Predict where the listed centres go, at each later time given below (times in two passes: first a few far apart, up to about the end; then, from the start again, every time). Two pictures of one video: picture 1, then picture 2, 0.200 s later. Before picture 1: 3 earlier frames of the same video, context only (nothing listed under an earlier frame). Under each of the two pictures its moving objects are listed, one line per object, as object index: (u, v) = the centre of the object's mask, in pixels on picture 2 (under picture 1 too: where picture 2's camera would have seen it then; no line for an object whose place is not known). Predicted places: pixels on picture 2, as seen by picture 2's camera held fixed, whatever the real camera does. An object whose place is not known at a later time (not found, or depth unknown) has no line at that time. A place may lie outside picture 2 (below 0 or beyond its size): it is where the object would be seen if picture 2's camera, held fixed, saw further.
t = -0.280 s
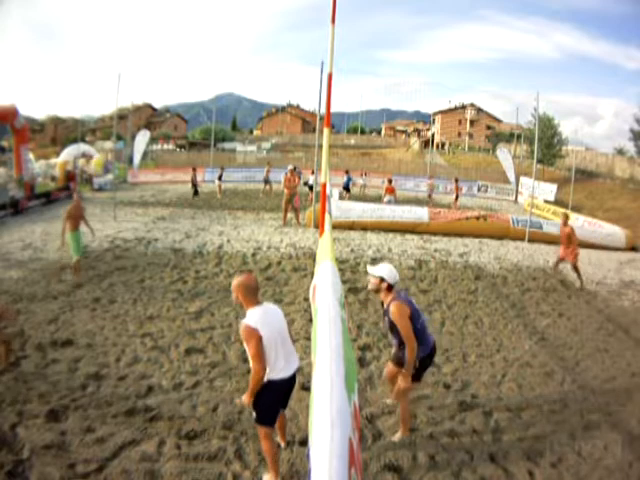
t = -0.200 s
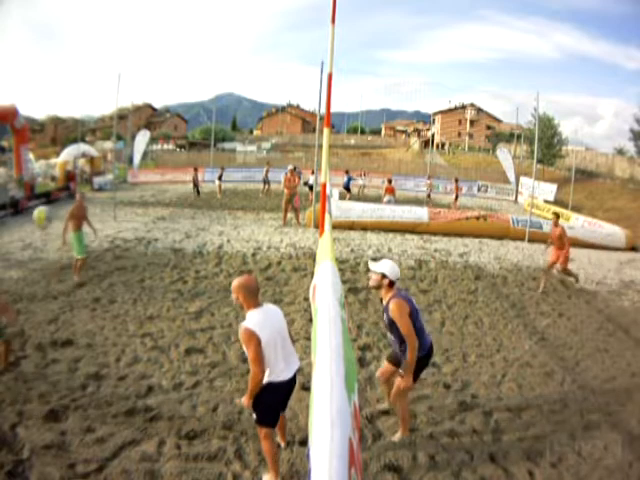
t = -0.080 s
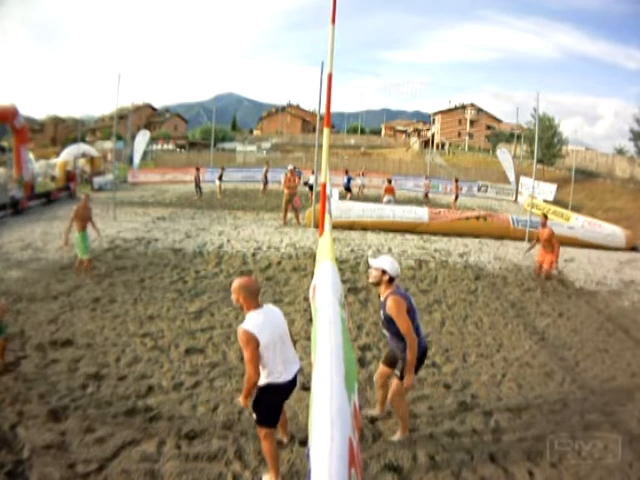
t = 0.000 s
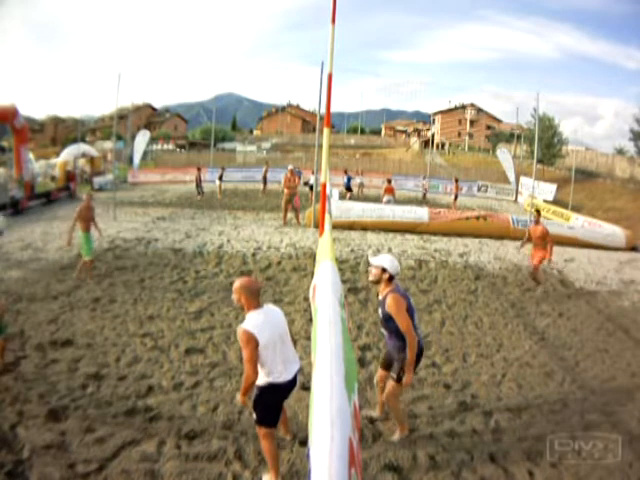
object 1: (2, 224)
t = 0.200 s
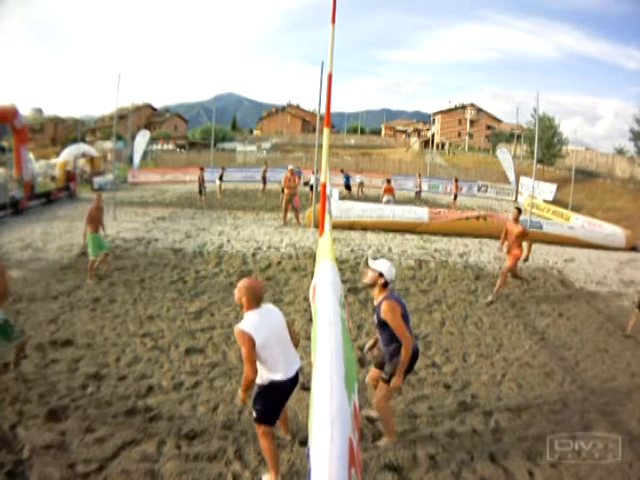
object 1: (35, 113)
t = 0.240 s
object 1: (44, 99)
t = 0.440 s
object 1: (103, 32)
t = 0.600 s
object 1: (153, 9)
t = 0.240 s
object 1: (44, 99)
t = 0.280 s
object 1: (56, 82)
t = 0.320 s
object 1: (67, 67)
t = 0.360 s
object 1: (79, 53)
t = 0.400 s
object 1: (91, 42)
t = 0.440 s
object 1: (103, 32)
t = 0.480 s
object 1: (115, 24)
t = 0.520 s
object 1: (128, 18)
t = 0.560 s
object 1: (140, 12)
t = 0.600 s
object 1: (153, 9)
